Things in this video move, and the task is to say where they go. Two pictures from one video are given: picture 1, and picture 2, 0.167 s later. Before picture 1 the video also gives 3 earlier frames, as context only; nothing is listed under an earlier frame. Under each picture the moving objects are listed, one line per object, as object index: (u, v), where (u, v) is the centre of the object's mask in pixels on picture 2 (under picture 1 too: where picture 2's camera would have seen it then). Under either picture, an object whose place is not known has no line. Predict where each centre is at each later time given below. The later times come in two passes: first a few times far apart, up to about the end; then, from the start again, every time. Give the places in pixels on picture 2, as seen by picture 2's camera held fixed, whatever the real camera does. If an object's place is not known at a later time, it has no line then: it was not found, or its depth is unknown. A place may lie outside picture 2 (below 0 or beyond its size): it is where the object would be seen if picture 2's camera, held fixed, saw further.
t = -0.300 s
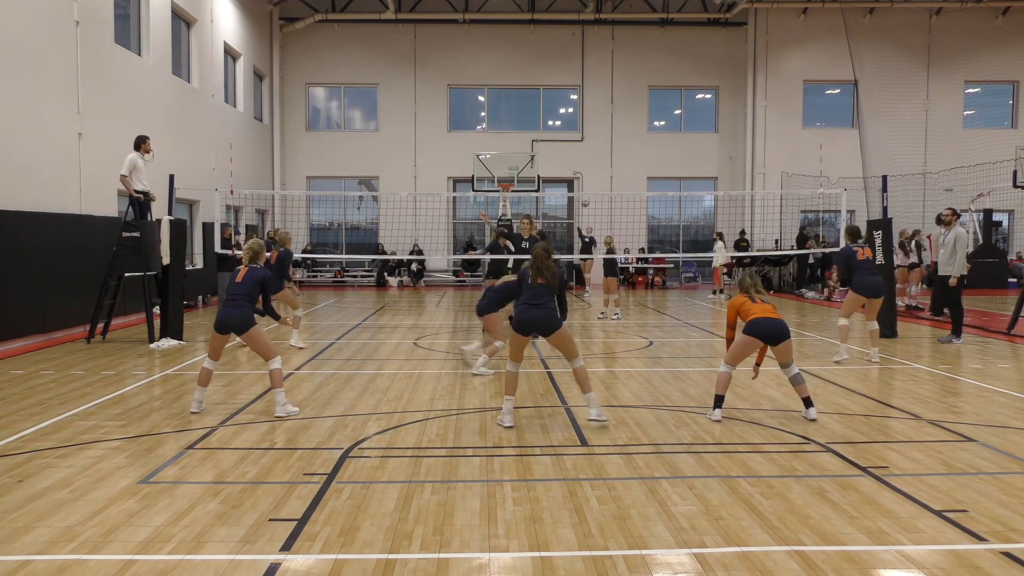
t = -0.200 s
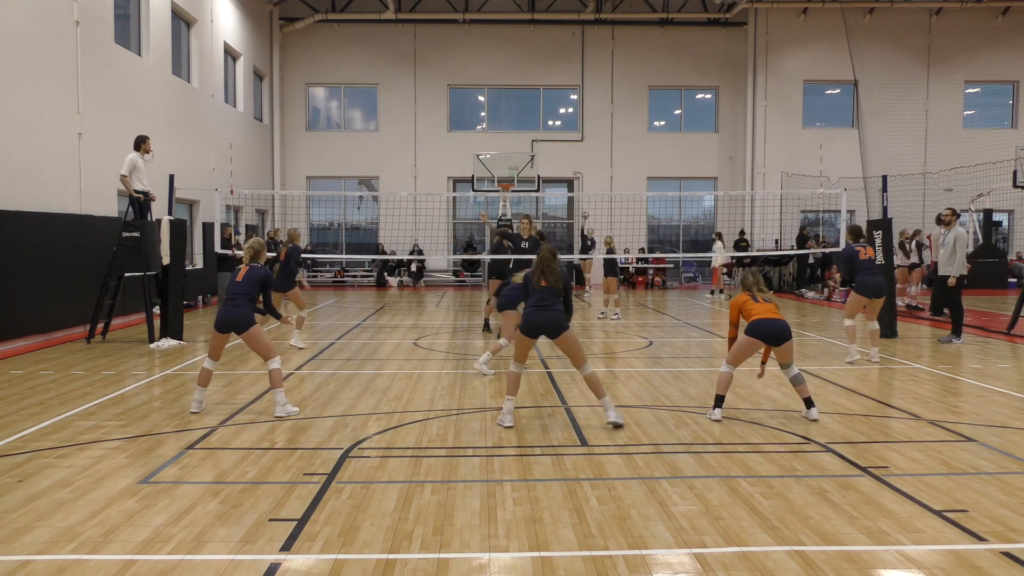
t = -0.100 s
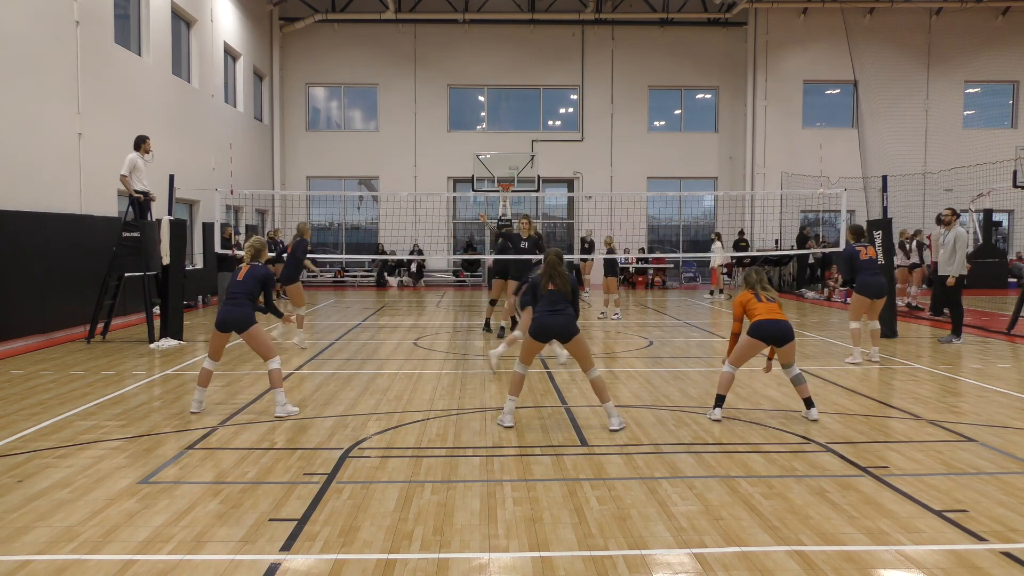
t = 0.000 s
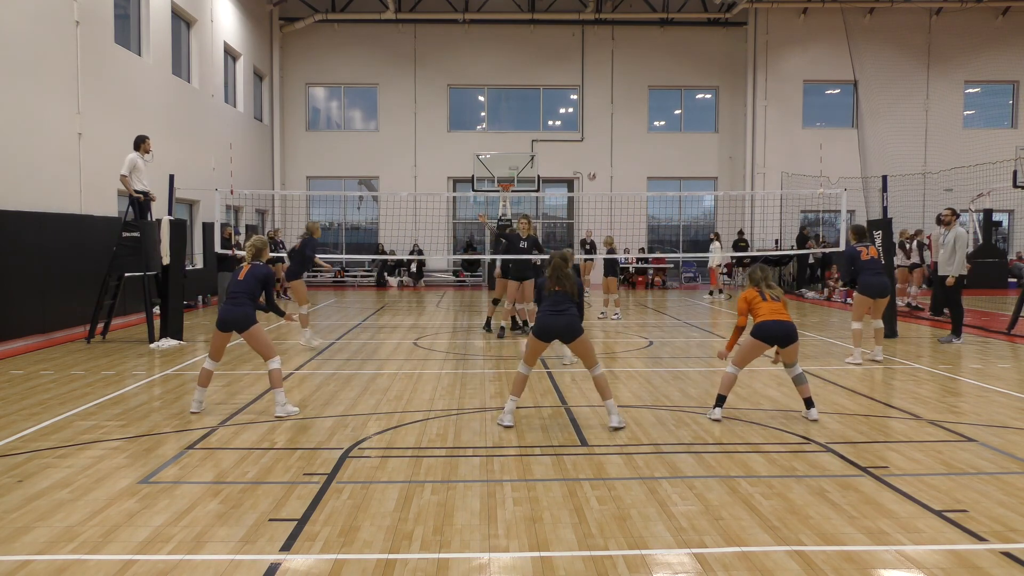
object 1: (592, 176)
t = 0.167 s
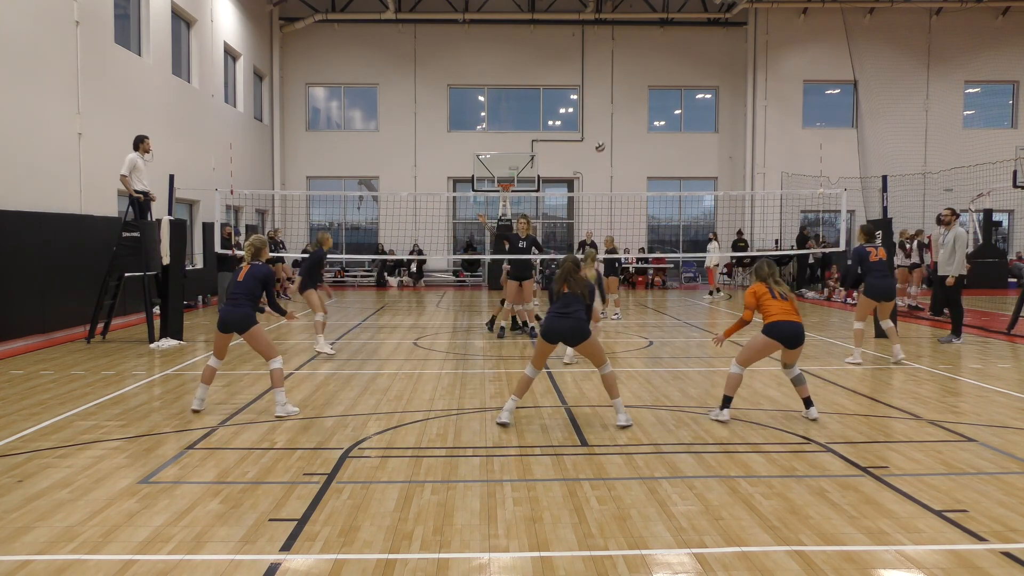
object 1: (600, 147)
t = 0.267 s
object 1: (606, 132)
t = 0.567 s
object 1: (628, 110)
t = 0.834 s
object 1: (670, 157)
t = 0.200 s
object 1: (602, 141)
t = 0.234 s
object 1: (603, 137)
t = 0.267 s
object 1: (606, 132)
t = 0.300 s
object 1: (608, 127)
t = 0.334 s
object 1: (610, 123)
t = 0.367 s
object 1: (612, 119)
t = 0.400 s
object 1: (615, 115)
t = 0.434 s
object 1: (617, 113)
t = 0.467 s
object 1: (620, 111)
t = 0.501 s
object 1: (622, 110)
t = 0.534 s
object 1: (625, 109)
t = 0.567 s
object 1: (628, 110)
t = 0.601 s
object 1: (632, 111)
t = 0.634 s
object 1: (636, 113)
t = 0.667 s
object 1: (640, 116)
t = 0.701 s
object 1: (645, 121)
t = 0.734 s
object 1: (651, 127)
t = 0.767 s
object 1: (656, 135)
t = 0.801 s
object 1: (663, 145)
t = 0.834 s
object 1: (670, 157)
